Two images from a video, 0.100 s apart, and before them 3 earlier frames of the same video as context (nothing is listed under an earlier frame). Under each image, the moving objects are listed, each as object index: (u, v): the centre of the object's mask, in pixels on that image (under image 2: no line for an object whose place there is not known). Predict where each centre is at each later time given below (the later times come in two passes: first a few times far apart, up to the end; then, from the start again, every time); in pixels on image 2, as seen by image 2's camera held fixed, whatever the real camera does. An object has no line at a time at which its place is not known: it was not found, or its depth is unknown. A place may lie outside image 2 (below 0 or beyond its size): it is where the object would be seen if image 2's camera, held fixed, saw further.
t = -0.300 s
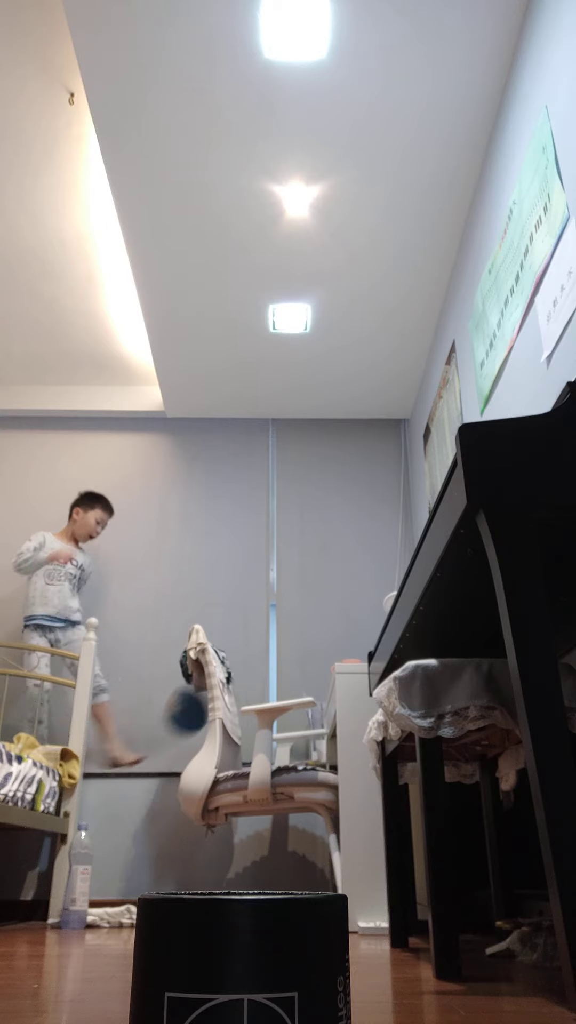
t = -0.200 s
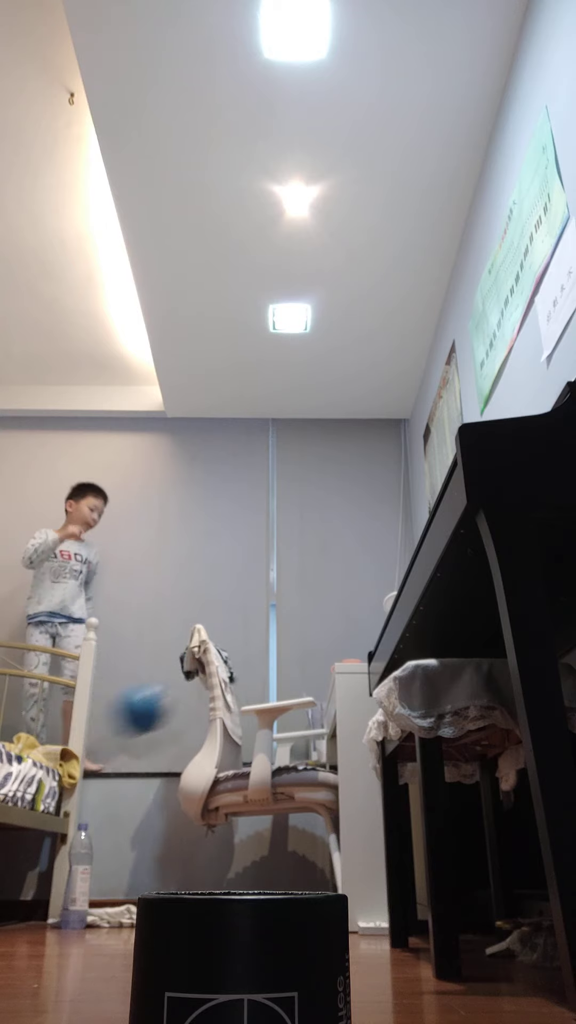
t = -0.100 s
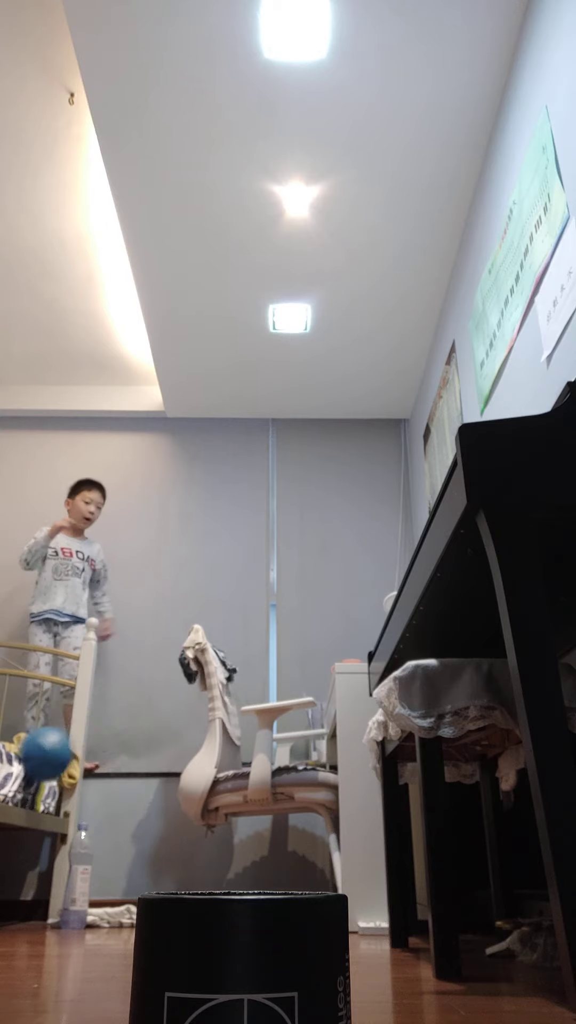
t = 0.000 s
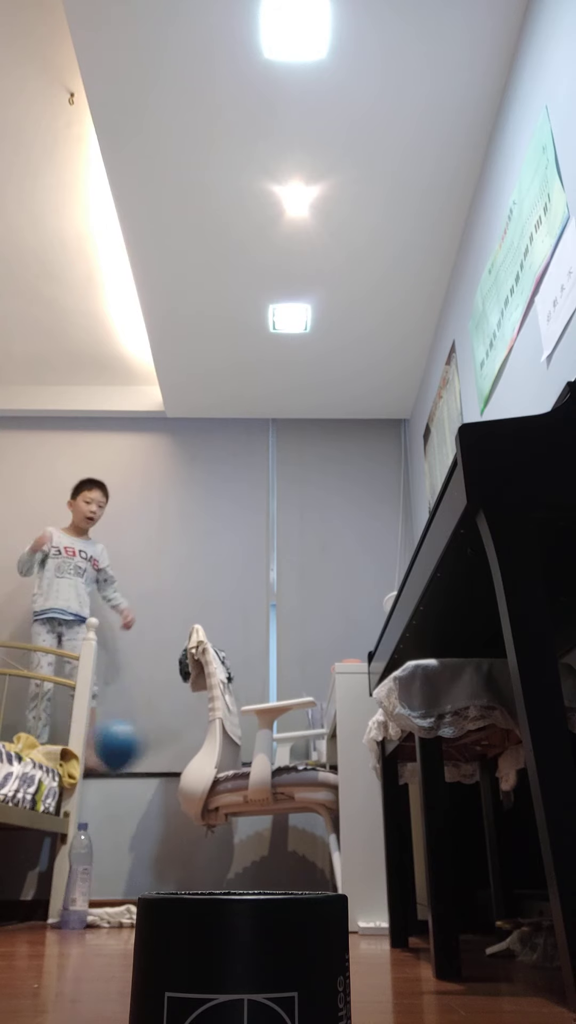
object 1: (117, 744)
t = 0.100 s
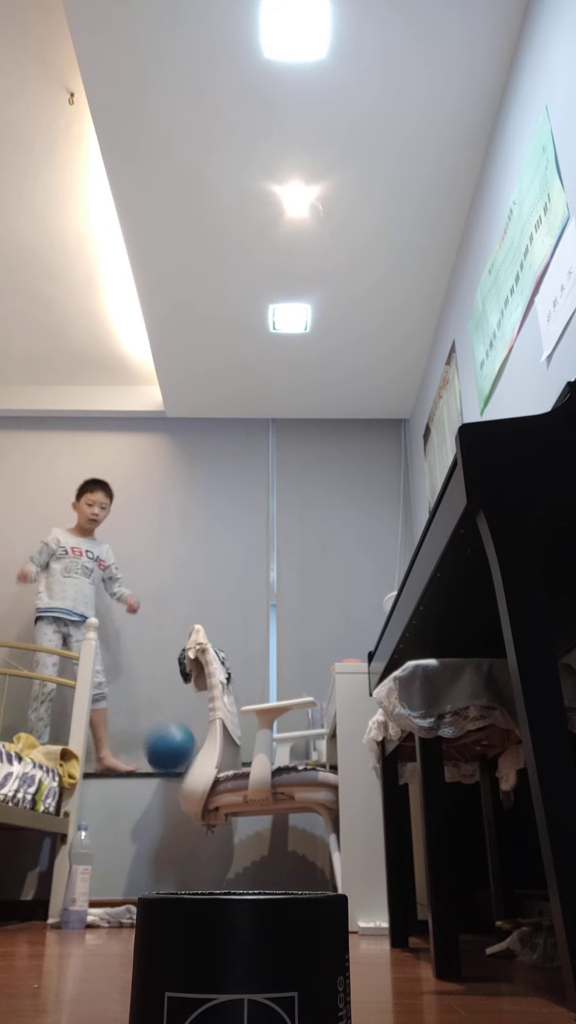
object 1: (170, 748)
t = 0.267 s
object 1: (123, 705)
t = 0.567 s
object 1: (60, 807)
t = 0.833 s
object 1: (173, 853)
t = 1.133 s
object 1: (301, 877)
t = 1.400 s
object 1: (245, 874)
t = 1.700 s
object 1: (209, 878)
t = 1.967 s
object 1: (184, 878)
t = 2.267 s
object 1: (149, 889)
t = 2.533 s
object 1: (127, 899)
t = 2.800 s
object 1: (114, 902)
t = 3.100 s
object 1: (95, 904)
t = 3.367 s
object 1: (71, 904)
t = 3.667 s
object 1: (40, 905)
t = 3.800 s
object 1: (31, 904)
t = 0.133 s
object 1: (161, 732)
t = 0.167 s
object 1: (152, 722)
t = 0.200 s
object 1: (143, 713)
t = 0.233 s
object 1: (134, 708)
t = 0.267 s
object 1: (123, 705)
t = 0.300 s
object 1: (112, 706)
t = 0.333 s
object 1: (102, 710)
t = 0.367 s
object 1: (90, 716)
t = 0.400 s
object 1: (79, 726)
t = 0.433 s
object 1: (66, 740)
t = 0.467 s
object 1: (52, 758)
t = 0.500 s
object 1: (40, 783)
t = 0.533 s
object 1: (48, 794)
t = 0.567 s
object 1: (60, 807)
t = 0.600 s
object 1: (73, 822)
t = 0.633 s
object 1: (86, 842)
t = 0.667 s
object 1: (97, 866)
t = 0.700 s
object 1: (110, 894)
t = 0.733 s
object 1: (125, 890)
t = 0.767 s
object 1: (142, 872)
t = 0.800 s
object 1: (158, 861)
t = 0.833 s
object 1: (173, 853)
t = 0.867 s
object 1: (187, 847)
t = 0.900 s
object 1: (202, 844)
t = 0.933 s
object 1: (215, 845)
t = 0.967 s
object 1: (229, 850)
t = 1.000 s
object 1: (241, 857)
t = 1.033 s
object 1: (257, 866)
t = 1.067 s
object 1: (269, 874)
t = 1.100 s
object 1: (288, 881)
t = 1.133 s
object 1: (301, 877)
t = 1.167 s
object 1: (311, 872)
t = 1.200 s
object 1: (311, 866)
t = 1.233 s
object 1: (301, 861)
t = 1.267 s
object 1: (289, 859)
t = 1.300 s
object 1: (278, 860)
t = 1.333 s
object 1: (267, 863)
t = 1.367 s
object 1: (256, 869)
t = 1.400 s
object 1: (245, 874)
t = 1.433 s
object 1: (235, 881)
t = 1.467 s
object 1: (231, 876)
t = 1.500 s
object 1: (229, 872)
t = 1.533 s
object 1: (226, 870)
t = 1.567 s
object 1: (223, 870)
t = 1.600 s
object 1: (219, 872)
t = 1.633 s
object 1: (216, 875)
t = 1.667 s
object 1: (212, 880)
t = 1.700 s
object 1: (209, 878)
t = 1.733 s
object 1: (206, 876)
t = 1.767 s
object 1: (203, 875)
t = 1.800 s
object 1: (200, 876)
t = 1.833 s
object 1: (197, 878)
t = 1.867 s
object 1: (193, 881)
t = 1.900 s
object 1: (190, 879)
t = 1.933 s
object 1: (187, 878)
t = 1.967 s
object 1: (184, 878)
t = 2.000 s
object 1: (181, 881)
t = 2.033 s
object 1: (177, 881)
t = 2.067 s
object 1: (174, 880)
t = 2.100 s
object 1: (171, 880)
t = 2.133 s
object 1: (168, 882)
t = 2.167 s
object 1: (162, 883)
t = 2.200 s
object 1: (158, 884)
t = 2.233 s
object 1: (153, 888)
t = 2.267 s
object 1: (149, 889)
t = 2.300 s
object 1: (146, 890)
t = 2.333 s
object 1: (142, 893)
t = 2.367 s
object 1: (139, 893)
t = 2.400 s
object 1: (136, 895)
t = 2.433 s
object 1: (133, 897)
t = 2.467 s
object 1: (132, 897)
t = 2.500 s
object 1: (129, 898)
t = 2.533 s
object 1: (127, 899)
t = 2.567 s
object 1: (125, 899)
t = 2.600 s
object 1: (124, 900)
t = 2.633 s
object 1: (122, 900)
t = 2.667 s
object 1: (120, 901)
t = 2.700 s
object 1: (118, 901)
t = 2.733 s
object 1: (117, 902)
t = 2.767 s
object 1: (116, 902)
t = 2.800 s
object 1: (114, 902)
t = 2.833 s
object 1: (112, 903)
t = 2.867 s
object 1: (111, 903)
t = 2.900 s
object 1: (109, 903)
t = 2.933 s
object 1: (107, 903)
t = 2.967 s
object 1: (105, 903)
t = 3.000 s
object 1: (103, 903)
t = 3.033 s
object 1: (100, 903)
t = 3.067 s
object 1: (98, 904)
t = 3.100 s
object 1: (95, 904)
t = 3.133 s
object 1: (93, 904)
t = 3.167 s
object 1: (90, 904)
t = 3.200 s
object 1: (87, 904)
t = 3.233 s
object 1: (84, 904)
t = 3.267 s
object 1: (81, 904)
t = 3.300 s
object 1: (78, 904)
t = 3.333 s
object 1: (74, 905)
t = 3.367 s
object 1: (71, 904)
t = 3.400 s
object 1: (67, 905)
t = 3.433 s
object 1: (64, 905)
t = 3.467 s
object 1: (60, 905)
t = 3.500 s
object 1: (57, 905)
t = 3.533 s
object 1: (53, 905)
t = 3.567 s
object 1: (50, 905)
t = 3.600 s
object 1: (47, 904)
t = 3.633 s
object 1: (44, 905)
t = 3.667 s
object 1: (40, 905)
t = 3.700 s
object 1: (38, 905)
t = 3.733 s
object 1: (35, 905)
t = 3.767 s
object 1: (33, 905)
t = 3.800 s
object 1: (31, 904)
